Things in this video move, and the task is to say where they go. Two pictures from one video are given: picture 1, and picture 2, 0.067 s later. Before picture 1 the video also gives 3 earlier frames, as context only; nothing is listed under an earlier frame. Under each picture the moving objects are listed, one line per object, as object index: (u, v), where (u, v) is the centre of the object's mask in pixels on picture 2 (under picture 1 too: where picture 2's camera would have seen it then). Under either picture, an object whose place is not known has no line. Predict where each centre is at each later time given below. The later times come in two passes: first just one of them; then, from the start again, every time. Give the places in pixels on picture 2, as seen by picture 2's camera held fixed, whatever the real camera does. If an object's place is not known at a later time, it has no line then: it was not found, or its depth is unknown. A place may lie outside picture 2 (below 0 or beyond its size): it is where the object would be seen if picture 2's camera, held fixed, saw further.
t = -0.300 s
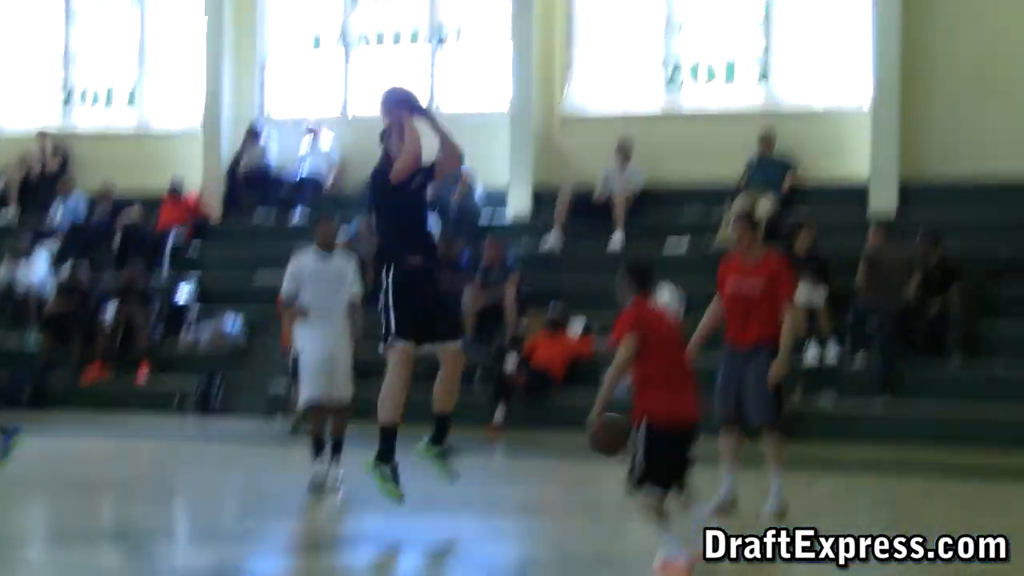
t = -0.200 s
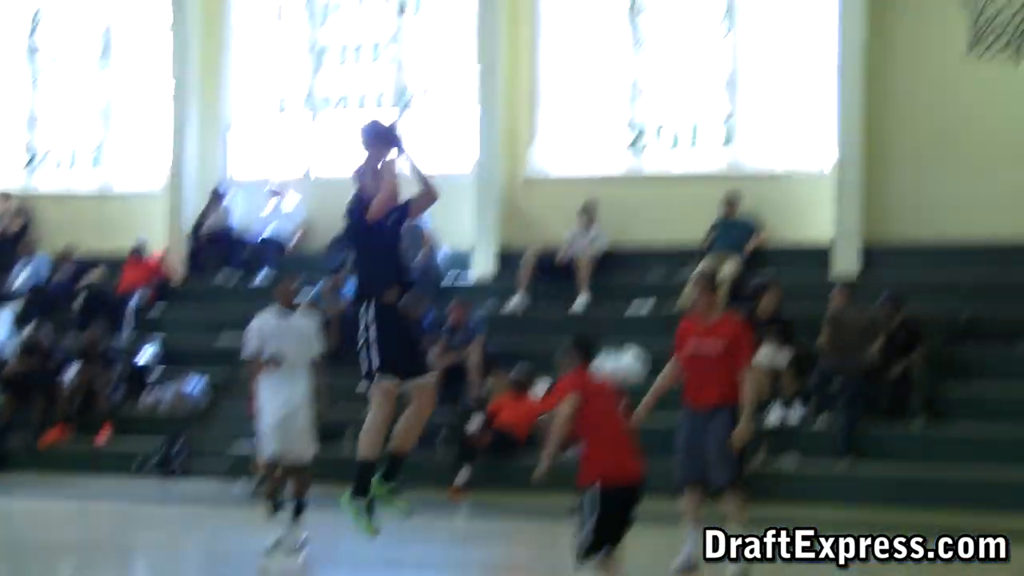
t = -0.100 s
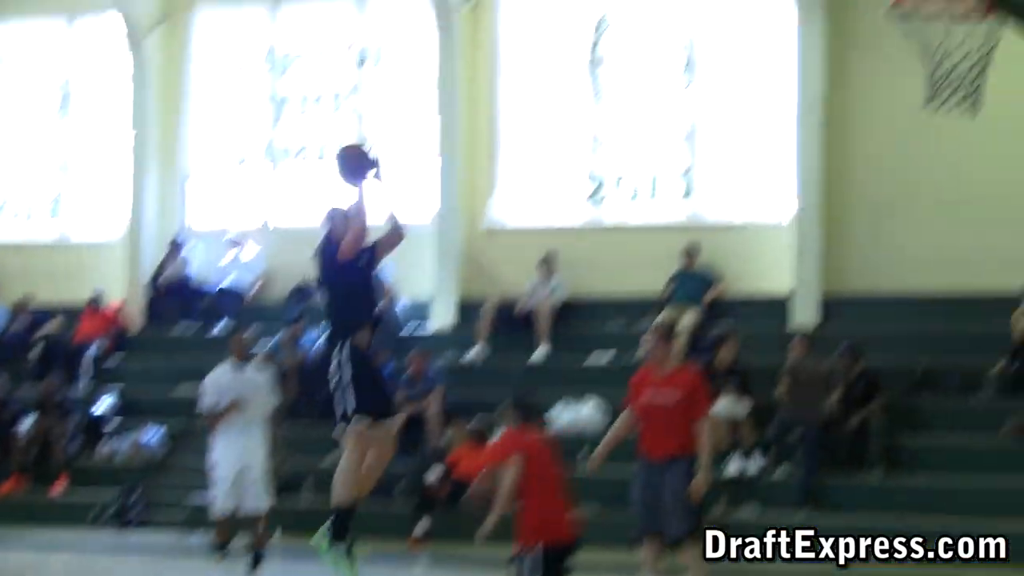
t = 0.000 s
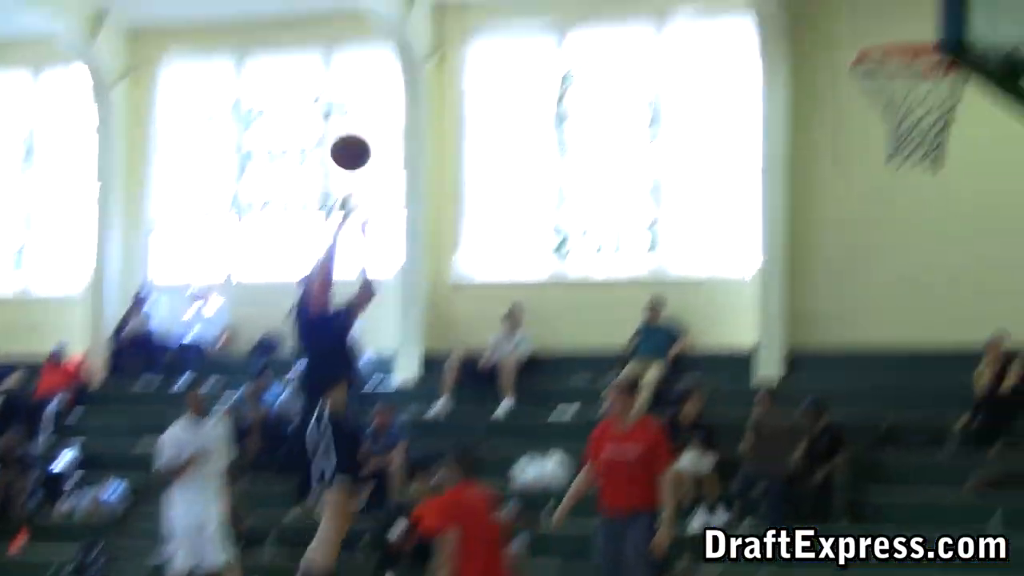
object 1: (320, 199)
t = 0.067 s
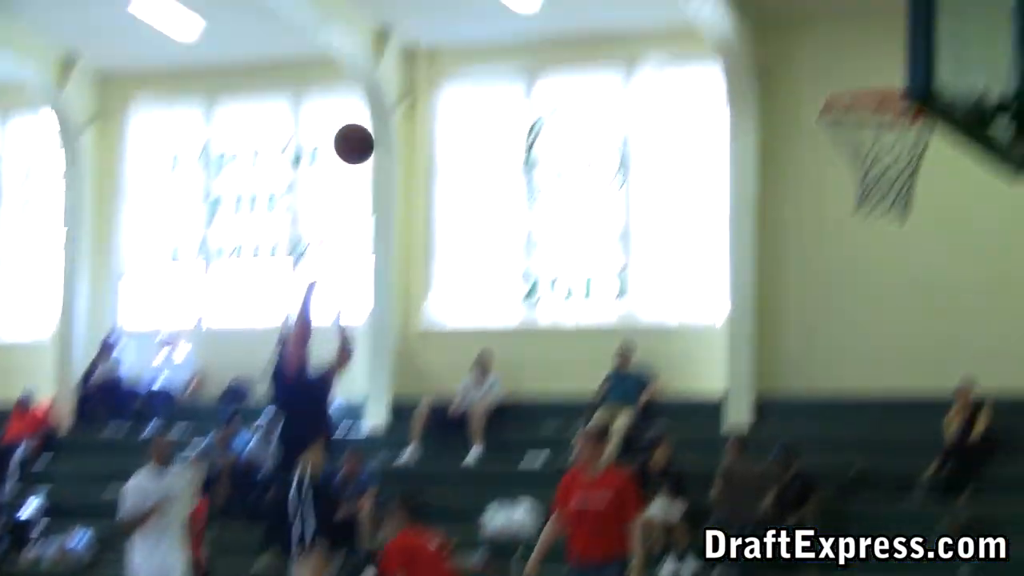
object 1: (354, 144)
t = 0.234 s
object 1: (439, 40)
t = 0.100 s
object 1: (371, 120)
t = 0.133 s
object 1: (388, 97)
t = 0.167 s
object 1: (405, 77)
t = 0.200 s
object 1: (422, 57)
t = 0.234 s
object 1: (439, 40)
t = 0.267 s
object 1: (456, 24)
